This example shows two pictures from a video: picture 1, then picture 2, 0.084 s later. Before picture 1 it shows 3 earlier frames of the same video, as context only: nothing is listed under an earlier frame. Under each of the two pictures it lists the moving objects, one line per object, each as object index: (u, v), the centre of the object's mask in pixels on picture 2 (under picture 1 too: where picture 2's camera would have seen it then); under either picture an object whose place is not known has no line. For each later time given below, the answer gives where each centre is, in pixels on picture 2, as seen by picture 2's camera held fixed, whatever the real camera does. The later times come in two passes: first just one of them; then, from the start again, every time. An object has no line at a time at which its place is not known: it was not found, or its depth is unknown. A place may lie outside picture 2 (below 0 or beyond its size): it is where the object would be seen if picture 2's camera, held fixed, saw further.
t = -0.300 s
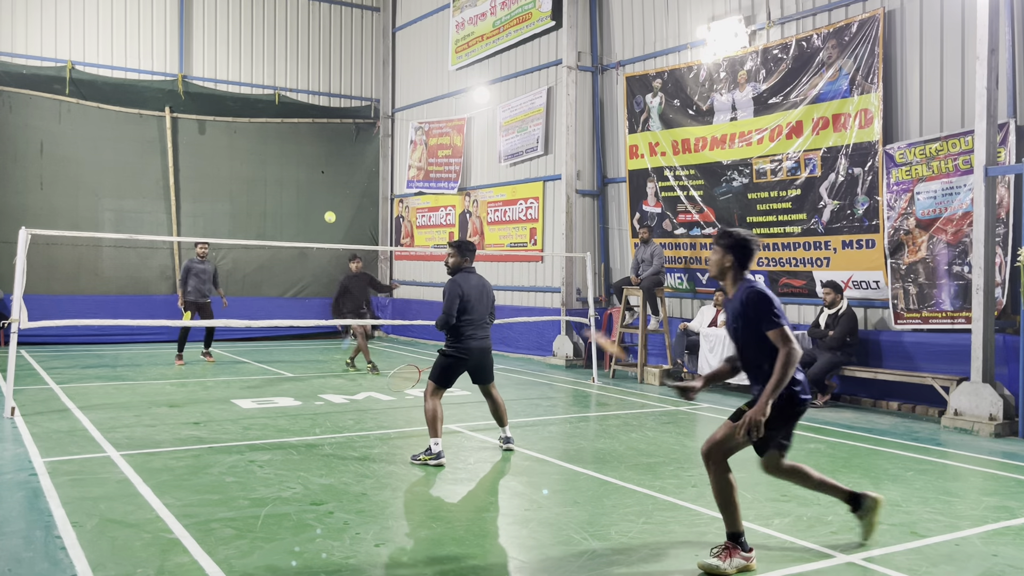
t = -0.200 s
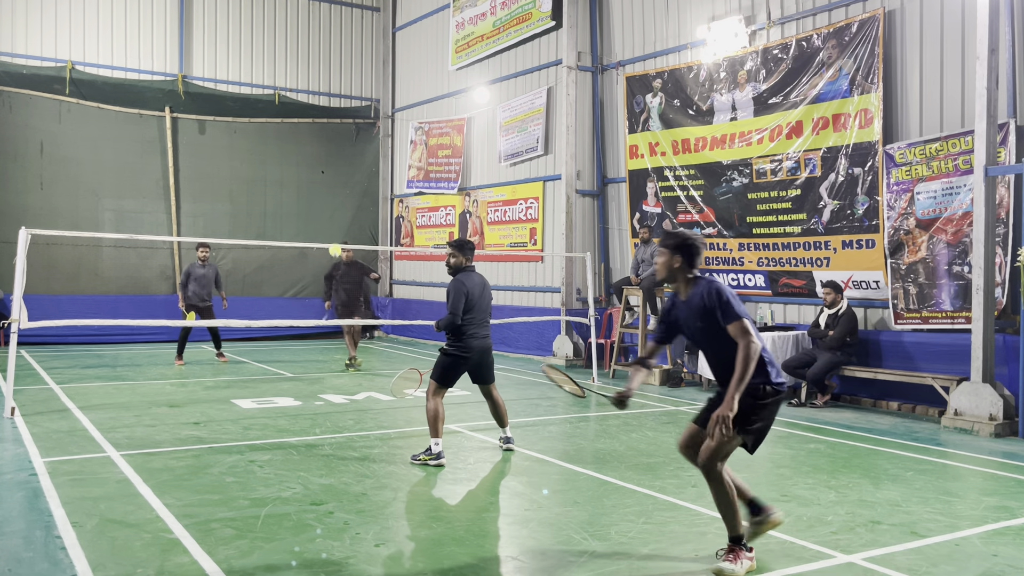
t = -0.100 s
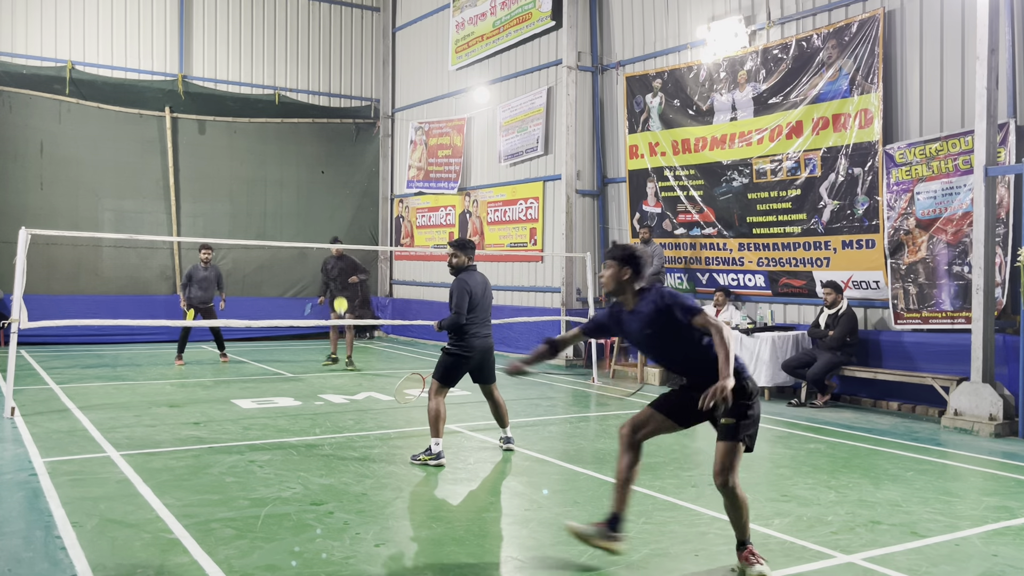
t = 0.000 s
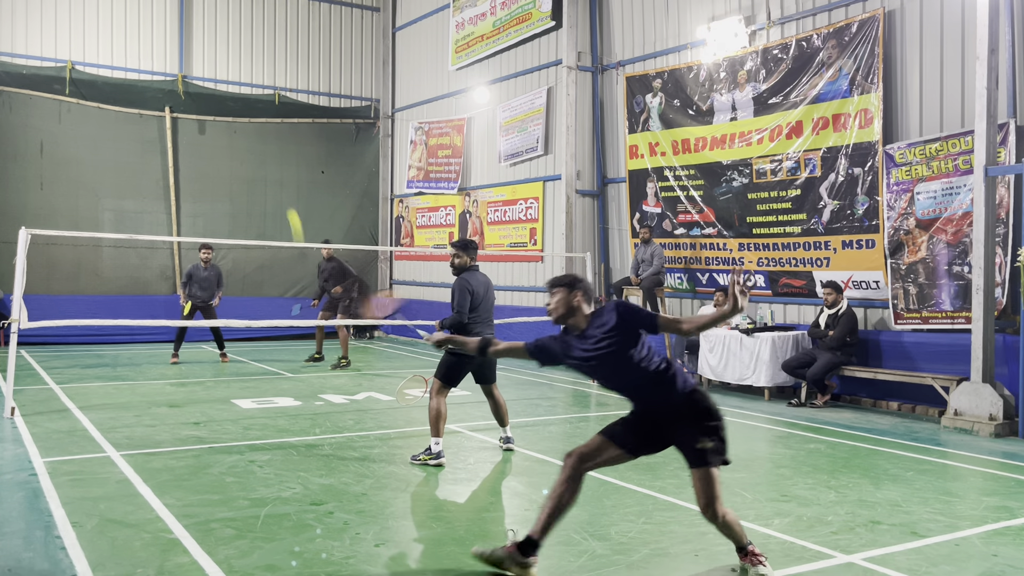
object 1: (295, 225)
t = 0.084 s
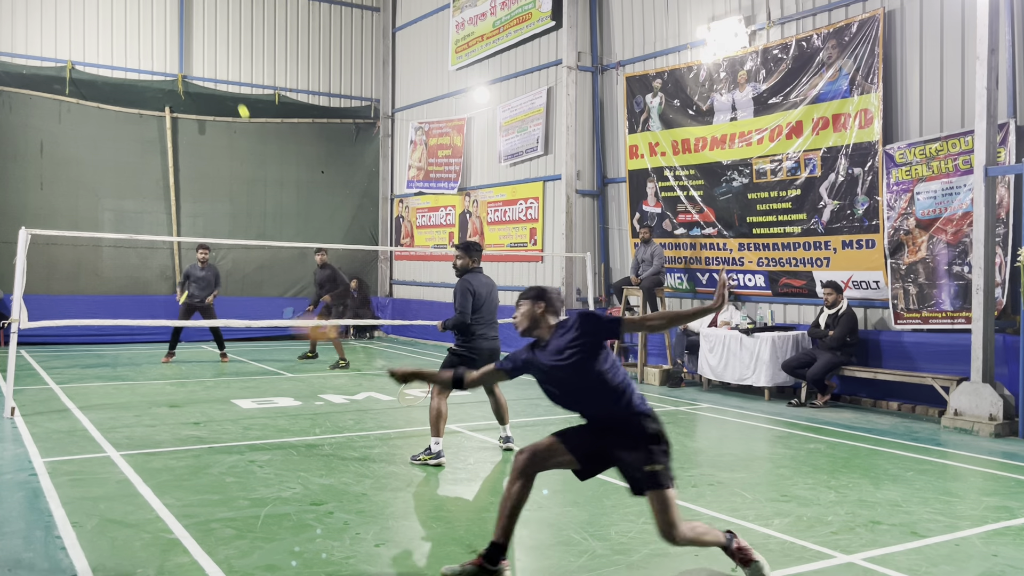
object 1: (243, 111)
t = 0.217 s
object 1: (213, 52)
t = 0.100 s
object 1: (237, 99)
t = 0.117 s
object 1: (233, 89)
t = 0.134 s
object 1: (229, 80)
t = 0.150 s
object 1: (225, 73)
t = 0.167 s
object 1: (221, 66)
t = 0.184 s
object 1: (218, 60)
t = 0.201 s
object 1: (215, 56)
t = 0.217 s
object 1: (213, 52)
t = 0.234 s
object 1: (211, 48)
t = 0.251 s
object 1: (209, 46)
